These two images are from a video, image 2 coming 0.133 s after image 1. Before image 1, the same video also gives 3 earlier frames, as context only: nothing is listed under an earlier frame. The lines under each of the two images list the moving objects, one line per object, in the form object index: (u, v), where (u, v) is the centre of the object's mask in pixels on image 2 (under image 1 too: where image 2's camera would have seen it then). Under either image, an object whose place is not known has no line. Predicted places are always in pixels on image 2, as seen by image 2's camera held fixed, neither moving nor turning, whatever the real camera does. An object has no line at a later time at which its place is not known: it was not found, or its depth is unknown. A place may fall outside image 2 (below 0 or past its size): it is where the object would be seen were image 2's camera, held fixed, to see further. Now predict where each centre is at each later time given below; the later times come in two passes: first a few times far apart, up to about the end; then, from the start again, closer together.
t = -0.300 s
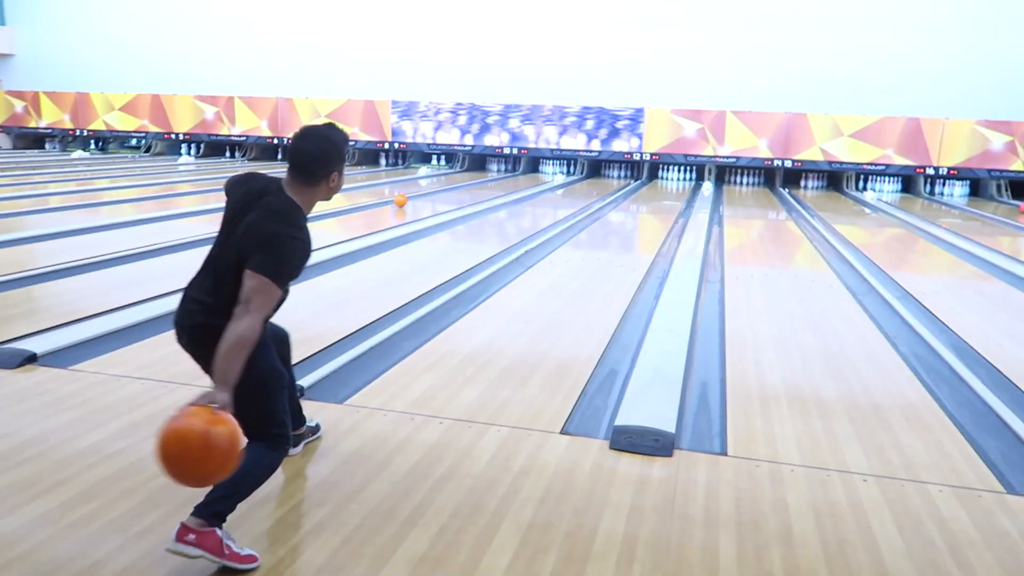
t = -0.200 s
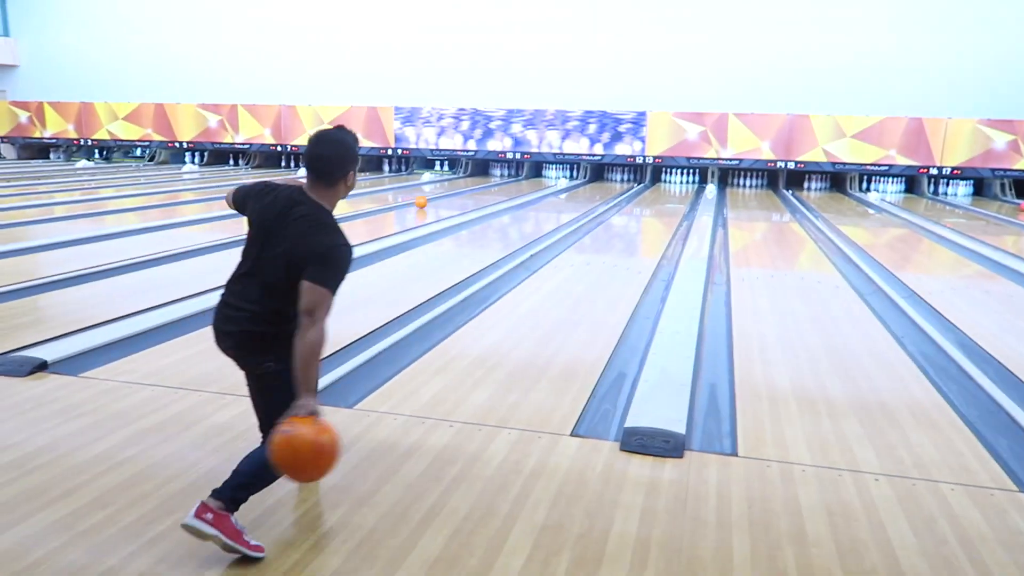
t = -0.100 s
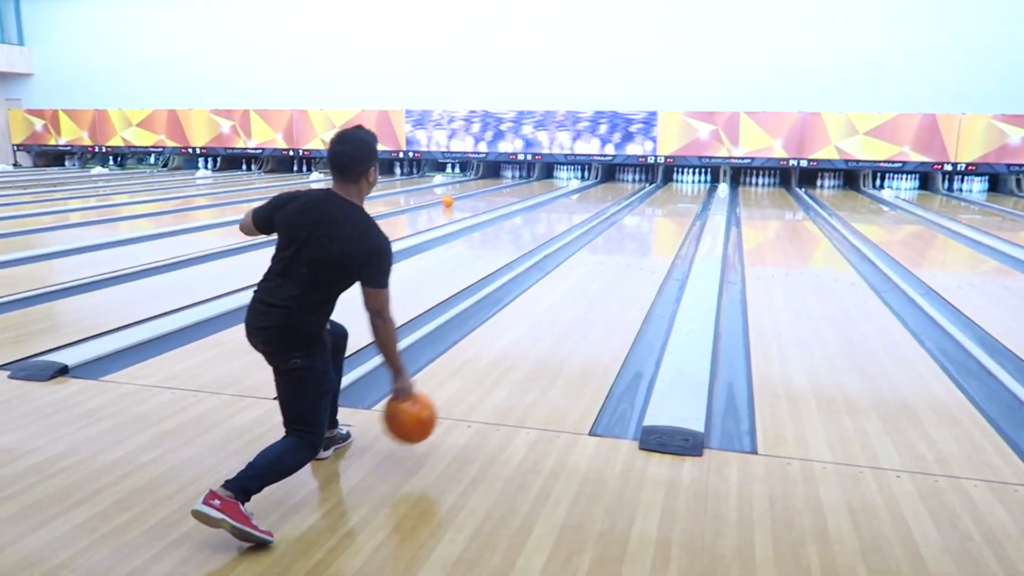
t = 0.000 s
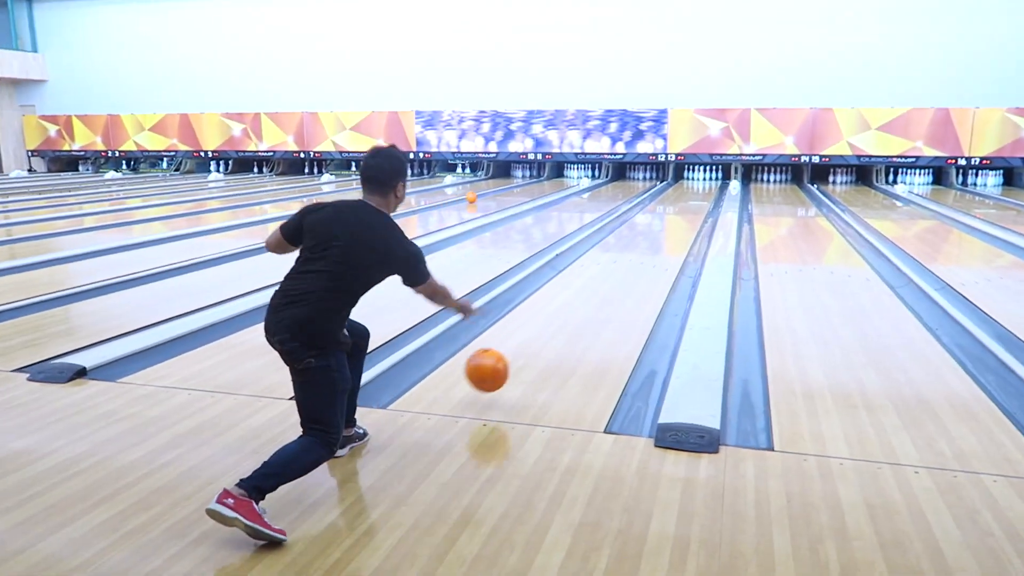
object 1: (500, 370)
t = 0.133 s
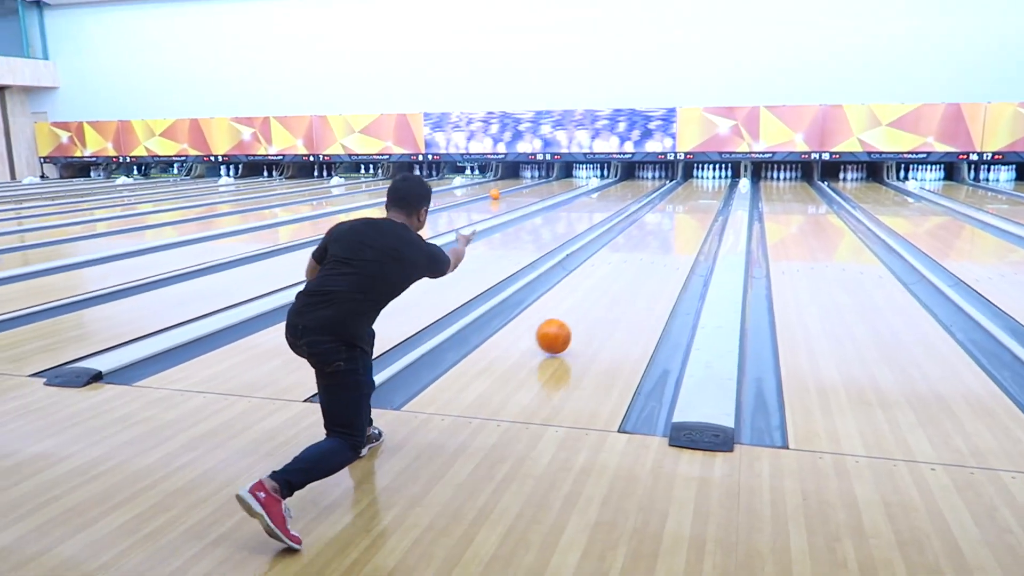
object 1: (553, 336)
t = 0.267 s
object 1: (589, 304)
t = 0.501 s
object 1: (630, 266)
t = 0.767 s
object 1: (659, 239)
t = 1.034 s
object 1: (679, 221)
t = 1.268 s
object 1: (691, 211)
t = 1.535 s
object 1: (702, 201)
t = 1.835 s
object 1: (712, 192)
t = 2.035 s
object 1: (717, 187)
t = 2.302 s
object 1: (723, 183)
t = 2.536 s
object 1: (728, 179)
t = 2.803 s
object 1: (733, 176)
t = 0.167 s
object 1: (564, 328)
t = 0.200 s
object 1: (573, 320)
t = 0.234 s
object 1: (582, 312)
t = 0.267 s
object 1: (589, 304)
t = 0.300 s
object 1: (597, 297)
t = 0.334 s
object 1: (603, 291)
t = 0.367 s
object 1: (609, 286)
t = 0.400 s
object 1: (615, 280)
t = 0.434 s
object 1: (620, 275)
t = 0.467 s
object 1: (625, 270)
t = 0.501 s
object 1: (630, 266)
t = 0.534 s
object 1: (635, 262)
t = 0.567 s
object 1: (639, 258)
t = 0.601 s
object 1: (642, 255)
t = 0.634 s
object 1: (646, 251)
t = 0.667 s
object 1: (649, 248)
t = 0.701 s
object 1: (653, 245)
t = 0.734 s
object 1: (656, 242)
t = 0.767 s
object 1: (659, 239)
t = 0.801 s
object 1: (662, 237)
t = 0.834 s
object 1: (665, 234)
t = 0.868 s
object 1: (667, 232)
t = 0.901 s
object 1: (670, 230)
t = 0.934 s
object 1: (672, 227)
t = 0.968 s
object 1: (674, 225)
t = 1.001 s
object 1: (677, 223)
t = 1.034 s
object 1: (679, 221)
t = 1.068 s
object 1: (680, 220)
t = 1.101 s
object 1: (682, 218)
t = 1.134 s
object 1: (684, 217)
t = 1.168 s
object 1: (686, 215)
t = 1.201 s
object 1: (688, 214)
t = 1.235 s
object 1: (690, 212)
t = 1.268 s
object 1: (691, 211)
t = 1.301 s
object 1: (693, 209)
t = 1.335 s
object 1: (694, 208)
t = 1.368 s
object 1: (695, 206)
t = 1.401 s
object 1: (696, 206)
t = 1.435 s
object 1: (698, 204)
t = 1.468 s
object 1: (700, 203)
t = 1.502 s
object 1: (701, 202)
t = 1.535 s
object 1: (702, 201)
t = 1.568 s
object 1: (704, 199)
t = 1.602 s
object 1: (705, 198)
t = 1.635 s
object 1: (706, 197)
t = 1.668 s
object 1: (707, 197)
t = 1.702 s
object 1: (709, 195)
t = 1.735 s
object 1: (709, 195)
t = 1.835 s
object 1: (712, 192)
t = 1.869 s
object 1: (712, 192)
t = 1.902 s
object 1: (714, 191)
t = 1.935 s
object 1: (714, 190)
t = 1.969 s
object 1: (715, 190)
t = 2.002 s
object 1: (716, 188)
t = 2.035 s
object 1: (717, 187)
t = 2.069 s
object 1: (718, 187)
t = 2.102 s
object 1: (718, 186)
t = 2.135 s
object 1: (719, 185)
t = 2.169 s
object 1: (721, 185)
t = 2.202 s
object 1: (721, 184)
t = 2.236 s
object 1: (722, 184)
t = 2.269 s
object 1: (722, 183)
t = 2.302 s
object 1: (723, 183)
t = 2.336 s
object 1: (724, 182)
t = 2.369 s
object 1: (724, 182)
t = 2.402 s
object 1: (725, 181)
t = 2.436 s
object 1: (726, 180)
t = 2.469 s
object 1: (726, 180)
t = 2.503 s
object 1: (727, 179)
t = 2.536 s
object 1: (728, 179)
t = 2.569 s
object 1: (728, 179)
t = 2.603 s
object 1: (728, 178)
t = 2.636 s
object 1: (729, 178)
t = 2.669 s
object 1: (730, 178)
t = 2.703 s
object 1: (730, 177)
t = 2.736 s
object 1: (731, 176)
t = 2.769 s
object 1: (732, 176)
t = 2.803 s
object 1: (733, 176)
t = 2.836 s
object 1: (733, 176)
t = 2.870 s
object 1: (734, 177)
